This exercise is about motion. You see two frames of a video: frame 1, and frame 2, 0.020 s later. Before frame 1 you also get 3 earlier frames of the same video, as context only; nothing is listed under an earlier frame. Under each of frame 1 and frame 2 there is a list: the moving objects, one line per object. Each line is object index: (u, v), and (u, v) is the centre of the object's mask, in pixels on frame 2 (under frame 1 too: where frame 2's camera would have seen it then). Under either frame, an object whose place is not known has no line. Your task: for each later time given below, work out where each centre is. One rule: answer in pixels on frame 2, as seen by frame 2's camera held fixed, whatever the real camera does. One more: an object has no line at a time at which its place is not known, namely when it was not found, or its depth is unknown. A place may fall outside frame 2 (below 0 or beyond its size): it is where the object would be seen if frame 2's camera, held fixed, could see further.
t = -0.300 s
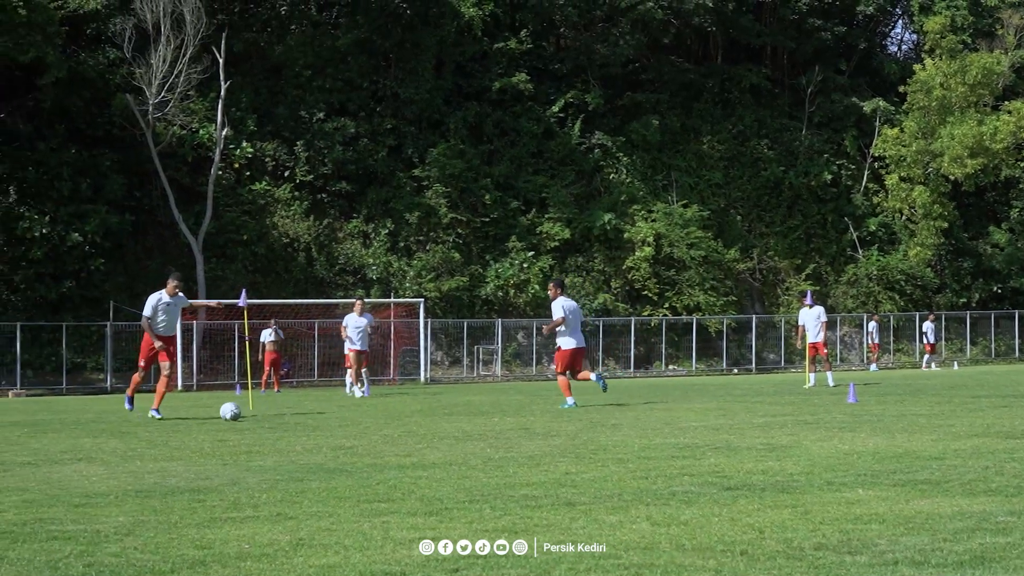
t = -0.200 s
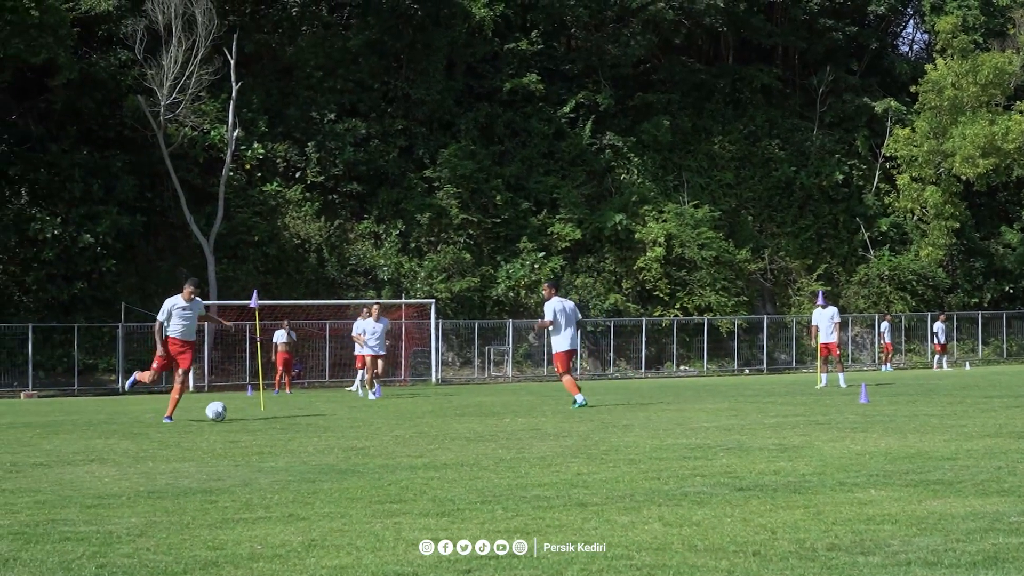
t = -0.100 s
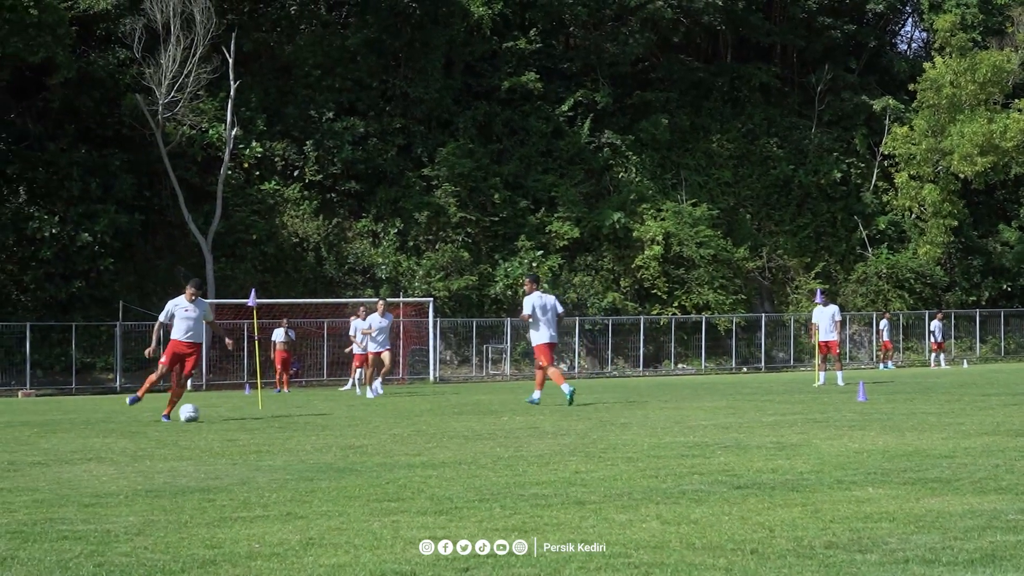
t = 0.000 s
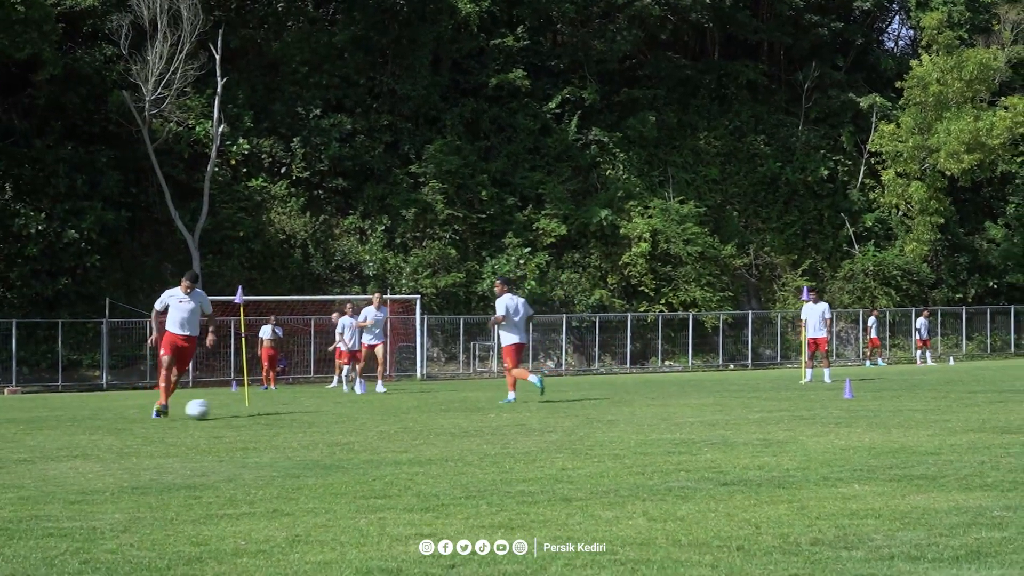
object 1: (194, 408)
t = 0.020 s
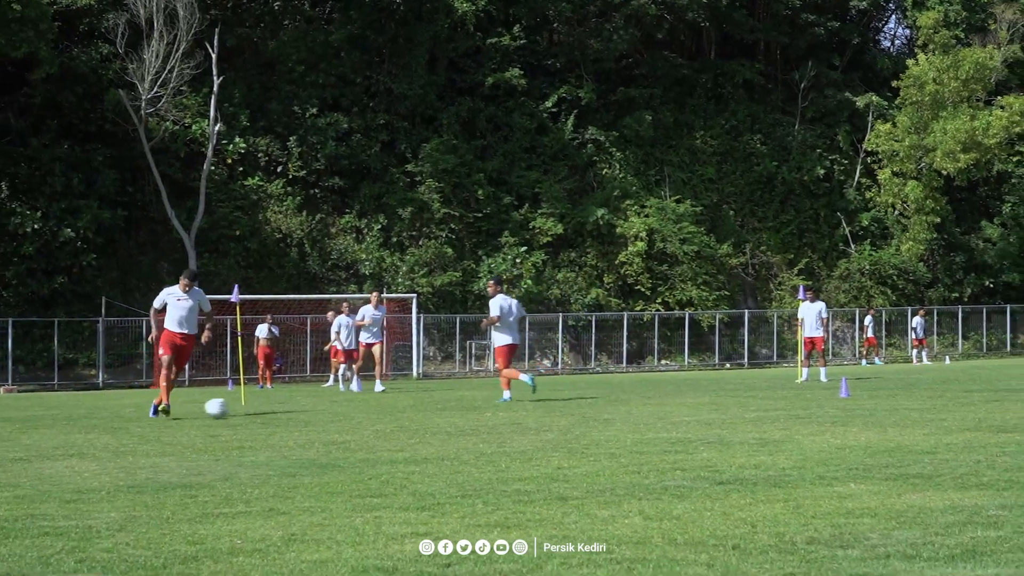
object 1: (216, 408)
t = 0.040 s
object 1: (239, 408)
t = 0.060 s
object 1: (261, 408)
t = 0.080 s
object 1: (284, 408)
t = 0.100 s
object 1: (305, 407)
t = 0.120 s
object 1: (327, 406)
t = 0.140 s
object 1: (349, 405)
